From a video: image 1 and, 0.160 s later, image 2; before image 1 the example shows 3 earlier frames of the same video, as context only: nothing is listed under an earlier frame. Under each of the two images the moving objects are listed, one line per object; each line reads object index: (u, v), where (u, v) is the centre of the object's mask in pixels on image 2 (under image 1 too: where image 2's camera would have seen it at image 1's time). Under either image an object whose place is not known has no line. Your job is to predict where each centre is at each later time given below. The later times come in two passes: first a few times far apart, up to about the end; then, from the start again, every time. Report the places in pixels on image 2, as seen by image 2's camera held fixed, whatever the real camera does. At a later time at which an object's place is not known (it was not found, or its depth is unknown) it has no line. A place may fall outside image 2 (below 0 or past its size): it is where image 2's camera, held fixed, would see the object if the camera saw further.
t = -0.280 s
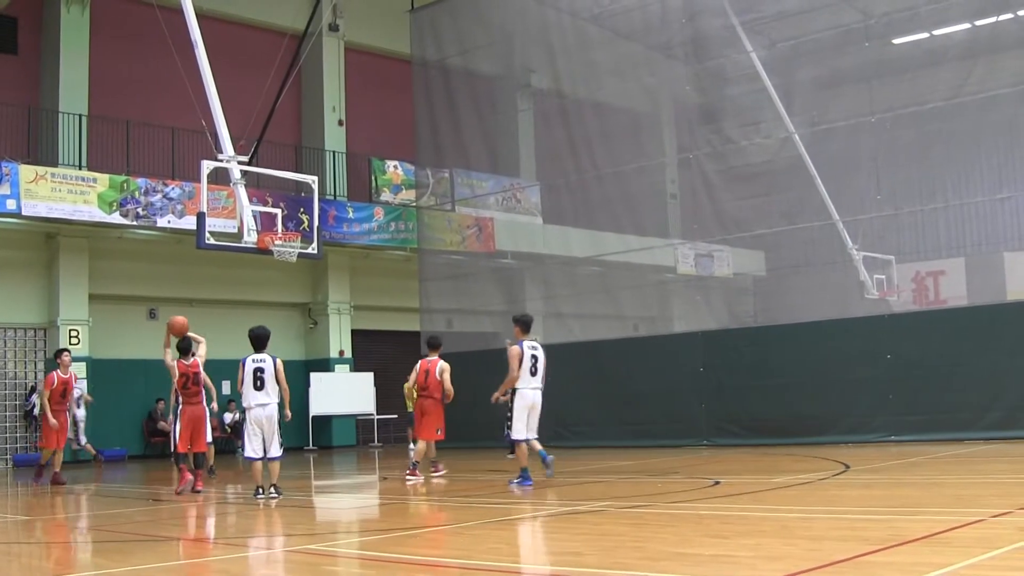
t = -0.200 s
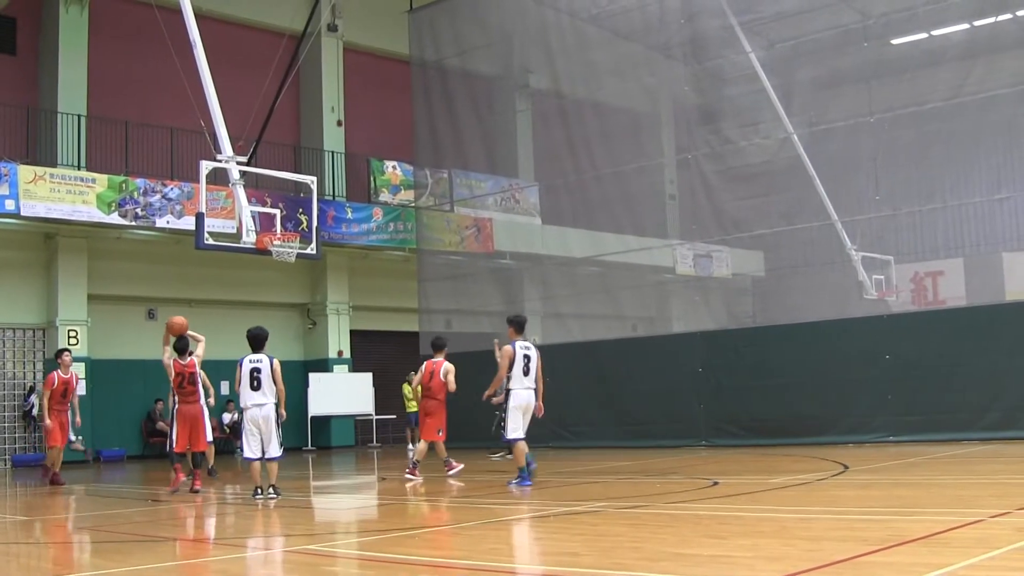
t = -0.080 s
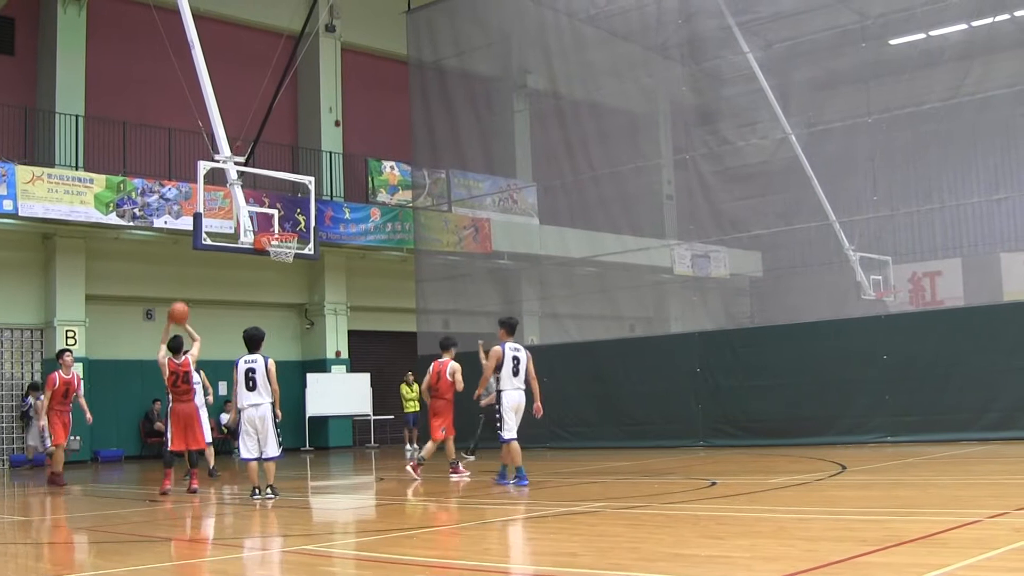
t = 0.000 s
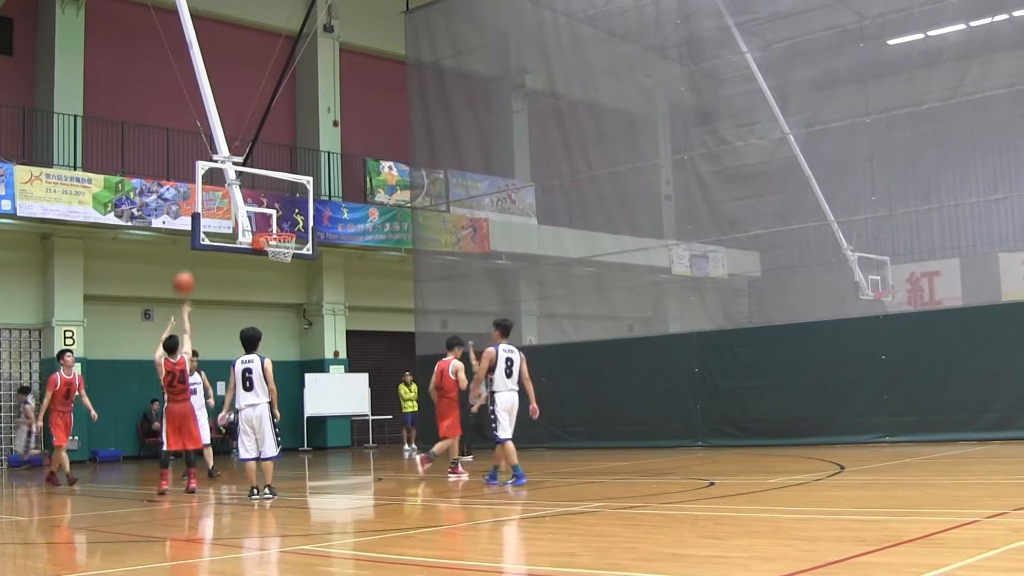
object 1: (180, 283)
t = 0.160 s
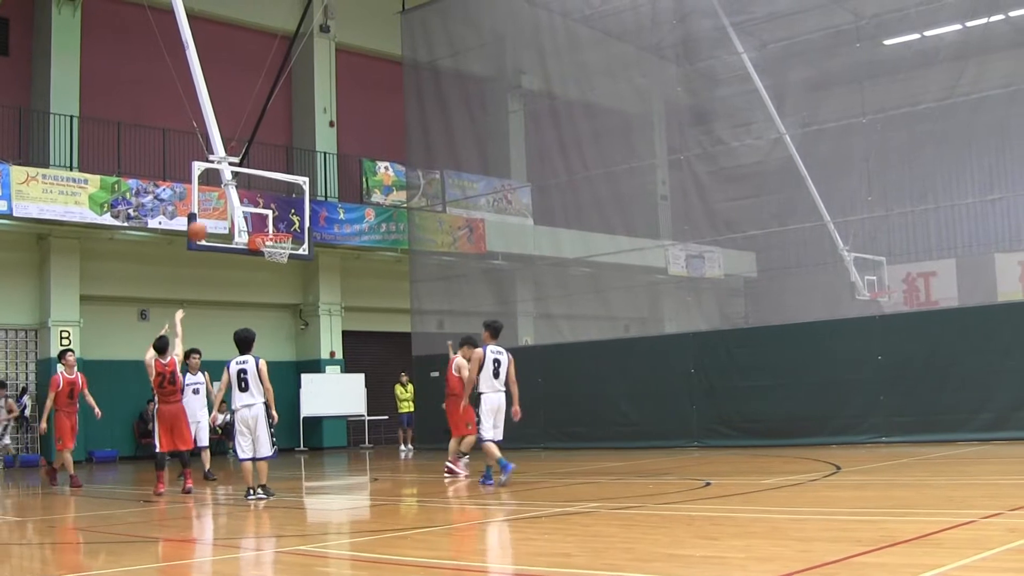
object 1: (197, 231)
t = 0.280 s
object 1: (208, 208)
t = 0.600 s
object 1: (241, 200)
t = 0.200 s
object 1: (201, 222)
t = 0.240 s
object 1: (205, 214)
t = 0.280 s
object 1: (208, 208)
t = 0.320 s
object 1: (212, 203)
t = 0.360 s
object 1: (215, 198)
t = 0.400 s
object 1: (219, 196)
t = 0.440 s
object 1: (222, 195)
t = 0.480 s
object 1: (225, 195)
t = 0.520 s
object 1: (230, 195)
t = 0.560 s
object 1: (235, 197)
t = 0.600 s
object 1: (241, 200)
